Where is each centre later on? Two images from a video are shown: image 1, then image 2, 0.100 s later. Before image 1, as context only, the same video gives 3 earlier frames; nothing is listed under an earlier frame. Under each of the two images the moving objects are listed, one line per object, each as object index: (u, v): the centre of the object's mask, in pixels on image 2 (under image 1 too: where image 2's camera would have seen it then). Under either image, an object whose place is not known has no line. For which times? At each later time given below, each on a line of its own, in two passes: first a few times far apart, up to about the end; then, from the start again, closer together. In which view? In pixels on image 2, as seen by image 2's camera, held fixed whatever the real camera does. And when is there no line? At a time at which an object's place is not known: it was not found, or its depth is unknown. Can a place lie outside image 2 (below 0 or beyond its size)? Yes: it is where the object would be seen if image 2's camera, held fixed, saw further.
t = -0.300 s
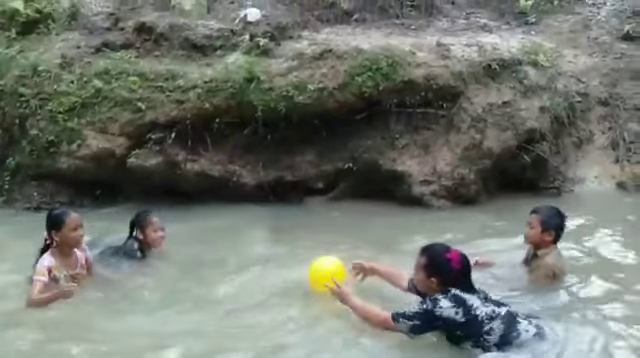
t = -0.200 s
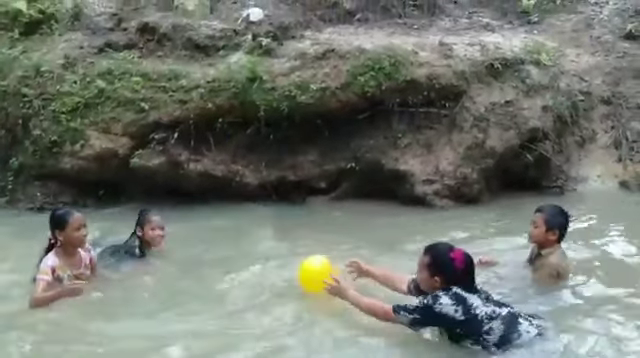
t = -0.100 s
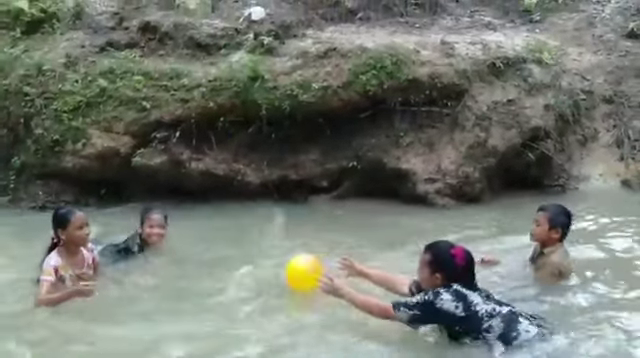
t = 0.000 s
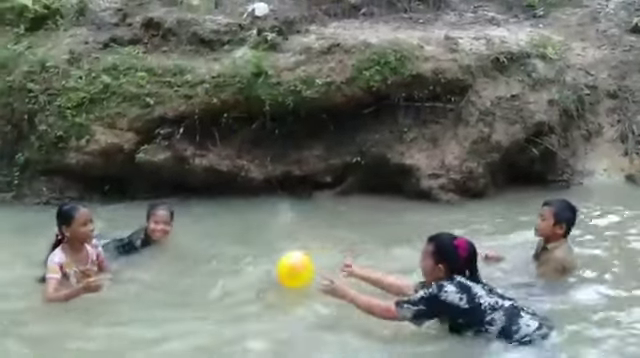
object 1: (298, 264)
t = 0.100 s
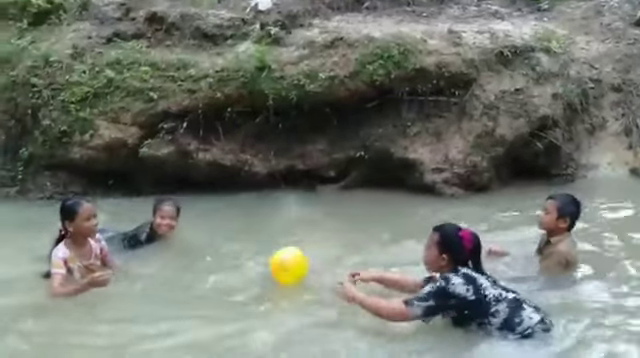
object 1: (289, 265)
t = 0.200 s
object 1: (279, 265)
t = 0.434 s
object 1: (257, 263)
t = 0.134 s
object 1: (286, 266)
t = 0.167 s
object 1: (282, 266)
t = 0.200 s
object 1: (279, 265)
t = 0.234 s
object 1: (276, 265)
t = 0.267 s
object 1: (273, 264)
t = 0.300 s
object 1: (271, 264)
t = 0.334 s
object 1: (267, 263)
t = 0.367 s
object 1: (265, 263)
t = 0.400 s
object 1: (261, 262)
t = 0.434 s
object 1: (257, 263)
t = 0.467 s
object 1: (254, 262)
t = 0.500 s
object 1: (251, 263)
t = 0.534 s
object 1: (248, 261)
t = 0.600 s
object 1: (242, 261)
